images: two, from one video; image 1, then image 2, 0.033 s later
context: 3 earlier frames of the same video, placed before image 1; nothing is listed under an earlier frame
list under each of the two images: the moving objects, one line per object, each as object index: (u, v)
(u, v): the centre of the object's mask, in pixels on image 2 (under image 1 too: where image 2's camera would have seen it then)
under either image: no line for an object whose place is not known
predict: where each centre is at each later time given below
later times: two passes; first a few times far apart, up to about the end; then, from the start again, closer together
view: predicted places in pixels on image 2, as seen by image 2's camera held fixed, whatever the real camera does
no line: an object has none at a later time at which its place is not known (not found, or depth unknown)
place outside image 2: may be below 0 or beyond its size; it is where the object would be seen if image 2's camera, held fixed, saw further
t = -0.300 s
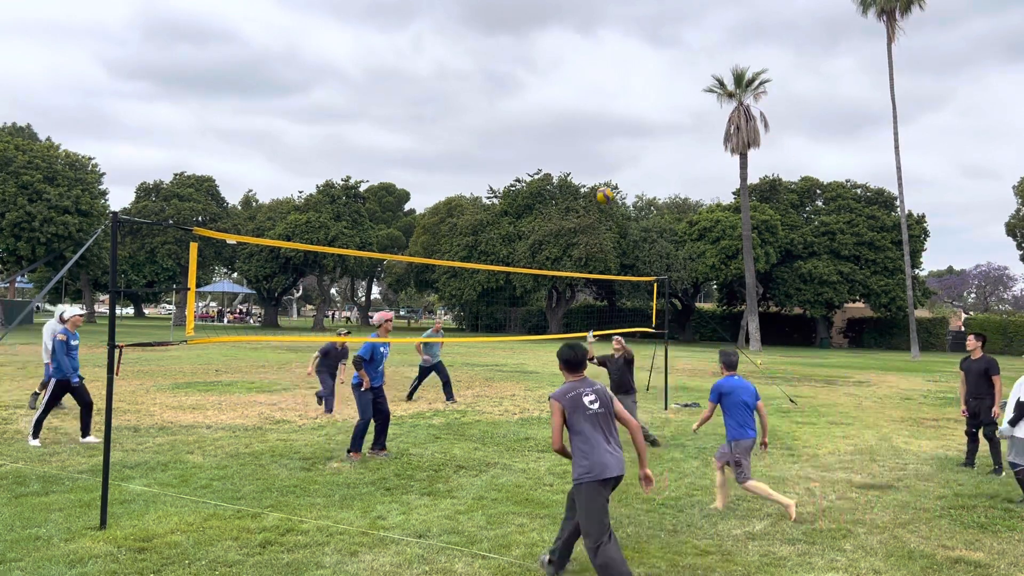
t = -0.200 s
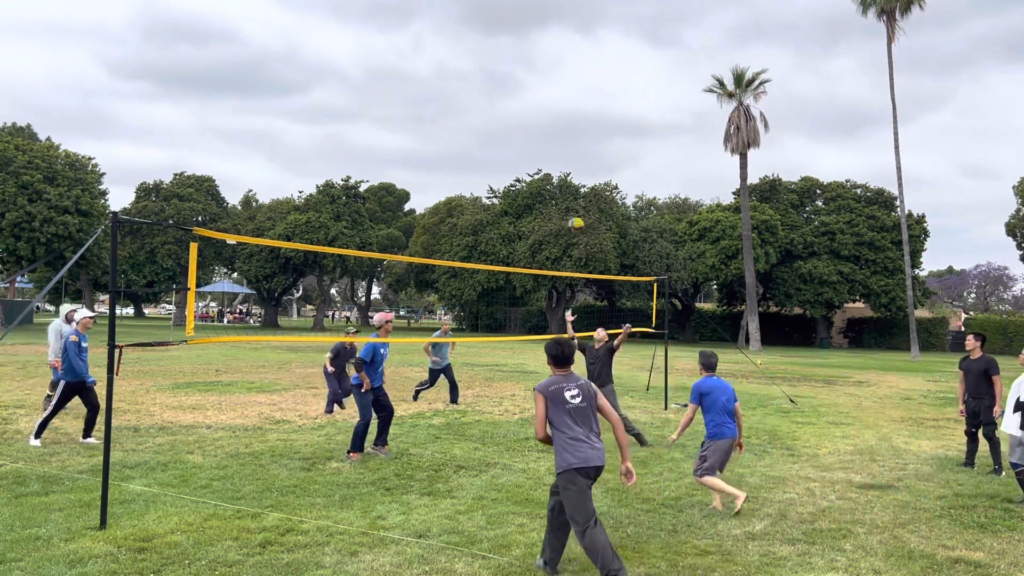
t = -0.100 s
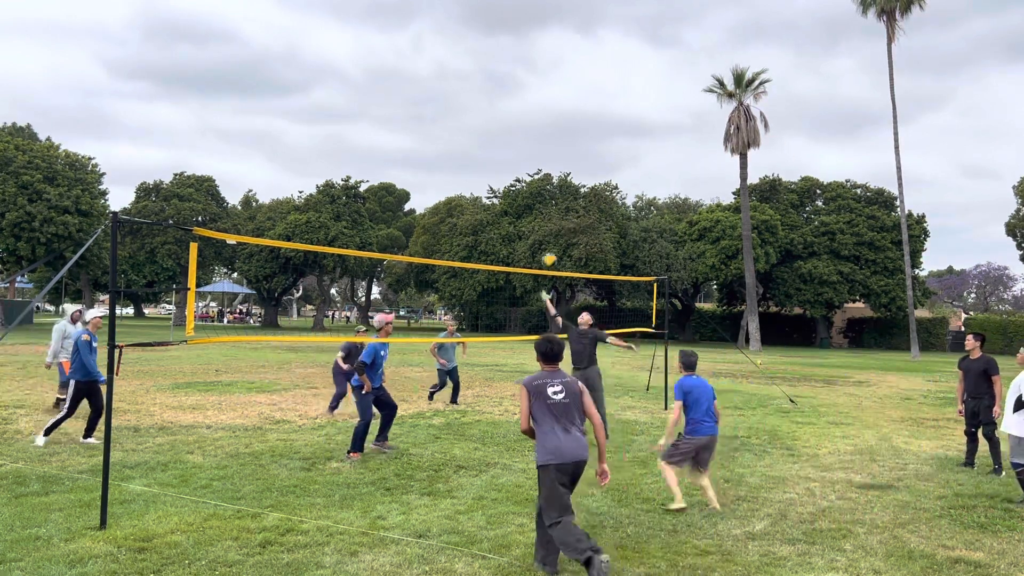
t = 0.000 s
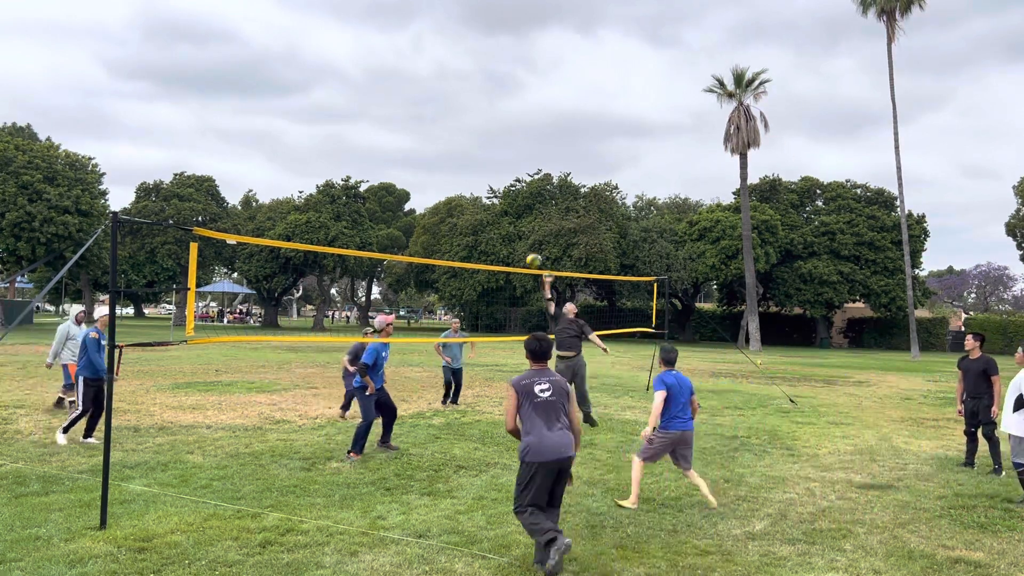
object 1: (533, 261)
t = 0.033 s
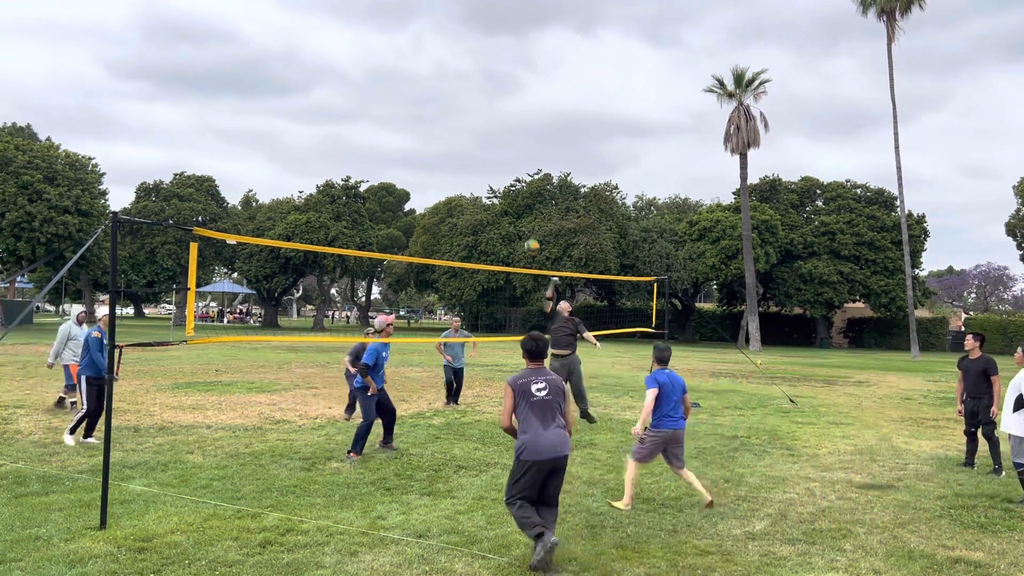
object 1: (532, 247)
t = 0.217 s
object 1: (521, 184)
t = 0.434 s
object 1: (506, 143)
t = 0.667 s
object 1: (489, 134)
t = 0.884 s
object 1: (473, 161)
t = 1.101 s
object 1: (456, 219)
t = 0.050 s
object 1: (530, 240)
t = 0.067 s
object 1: (529, 233)
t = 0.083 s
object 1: (528, 227)
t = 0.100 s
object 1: (527, 221)
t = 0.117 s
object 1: (526, 215)
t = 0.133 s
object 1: (526, 209)
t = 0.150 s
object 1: (525, 205)
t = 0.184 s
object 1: (523, 193)
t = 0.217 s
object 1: (521, 184)
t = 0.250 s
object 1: (518, 176)
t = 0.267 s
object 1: (517, 172)
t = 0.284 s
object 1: (516, 168)
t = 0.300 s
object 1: (515, 164)
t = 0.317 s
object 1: (514, 161)
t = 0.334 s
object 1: (513, 158)
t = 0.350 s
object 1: (512, 154)
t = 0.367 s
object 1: (510, 151)
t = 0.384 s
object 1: (509, 149)
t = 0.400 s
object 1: (508, 146)
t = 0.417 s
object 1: (507, 144)
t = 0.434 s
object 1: (506, 143)
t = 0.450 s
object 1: (505, 140)
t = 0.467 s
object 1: (504, 138)
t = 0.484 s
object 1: (502, 137)
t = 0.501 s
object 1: (501, 136)
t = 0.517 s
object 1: (500, 134)
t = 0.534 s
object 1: (499, 134)
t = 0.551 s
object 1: (498, 133)
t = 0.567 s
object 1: (496, 133)
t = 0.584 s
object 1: (495, 132)
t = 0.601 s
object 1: (494, 132)
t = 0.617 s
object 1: (493, 132)
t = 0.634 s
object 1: (492, 133)
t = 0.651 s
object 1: (491, 133)
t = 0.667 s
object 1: (489, 134)
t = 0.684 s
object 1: (488, 135)
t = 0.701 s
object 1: (487, 136)
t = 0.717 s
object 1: (486, 137)
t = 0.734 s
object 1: (484, 138)
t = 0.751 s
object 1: (483, 140)
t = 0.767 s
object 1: (482, 142)
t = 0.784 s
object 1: (480, 144)
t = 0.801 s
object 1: (479, 146)
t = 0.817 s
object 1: (478, 149)
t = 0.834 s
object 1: (477, 151)
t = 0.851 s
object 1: (476, 154)
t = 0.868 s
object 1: (474, 157)
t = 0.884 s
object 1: (473, 161)
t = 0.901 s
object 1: (472, 164)
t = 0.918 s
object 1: (470, 168)
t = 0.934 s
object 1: (469, 172)
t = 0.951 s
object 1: (468, 175)
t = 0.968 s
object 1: (466, 180)
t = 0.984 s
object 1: (465, 185)
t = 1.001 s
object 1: (464, 189)
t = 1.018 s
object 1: (463, 193)
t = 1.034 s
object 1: (461, 198)
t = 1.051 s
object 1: (460, 203)
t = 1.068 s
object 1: (459, 208)
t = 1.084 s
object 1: (458, 214)
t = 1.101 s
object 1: (456, 219)
